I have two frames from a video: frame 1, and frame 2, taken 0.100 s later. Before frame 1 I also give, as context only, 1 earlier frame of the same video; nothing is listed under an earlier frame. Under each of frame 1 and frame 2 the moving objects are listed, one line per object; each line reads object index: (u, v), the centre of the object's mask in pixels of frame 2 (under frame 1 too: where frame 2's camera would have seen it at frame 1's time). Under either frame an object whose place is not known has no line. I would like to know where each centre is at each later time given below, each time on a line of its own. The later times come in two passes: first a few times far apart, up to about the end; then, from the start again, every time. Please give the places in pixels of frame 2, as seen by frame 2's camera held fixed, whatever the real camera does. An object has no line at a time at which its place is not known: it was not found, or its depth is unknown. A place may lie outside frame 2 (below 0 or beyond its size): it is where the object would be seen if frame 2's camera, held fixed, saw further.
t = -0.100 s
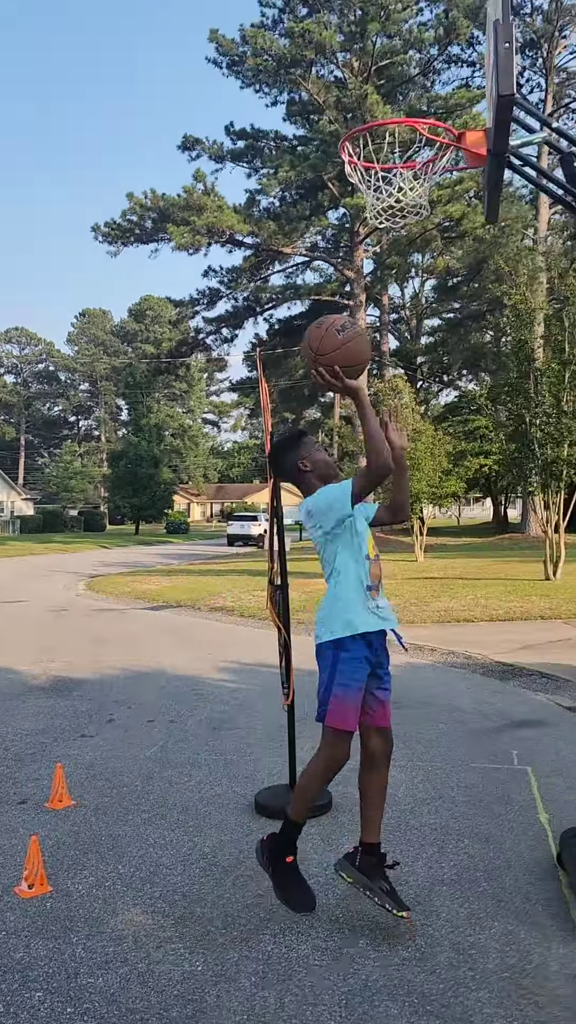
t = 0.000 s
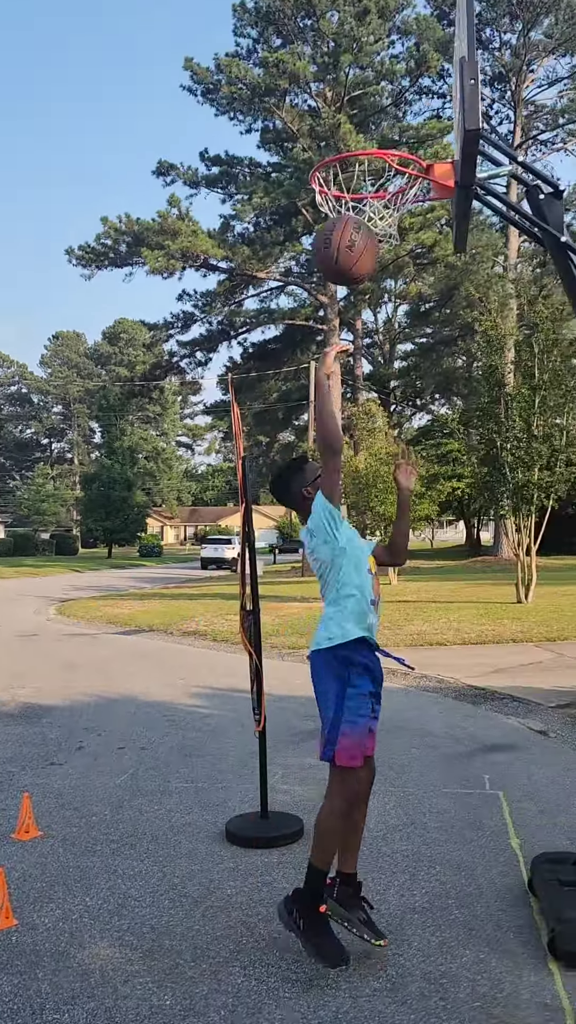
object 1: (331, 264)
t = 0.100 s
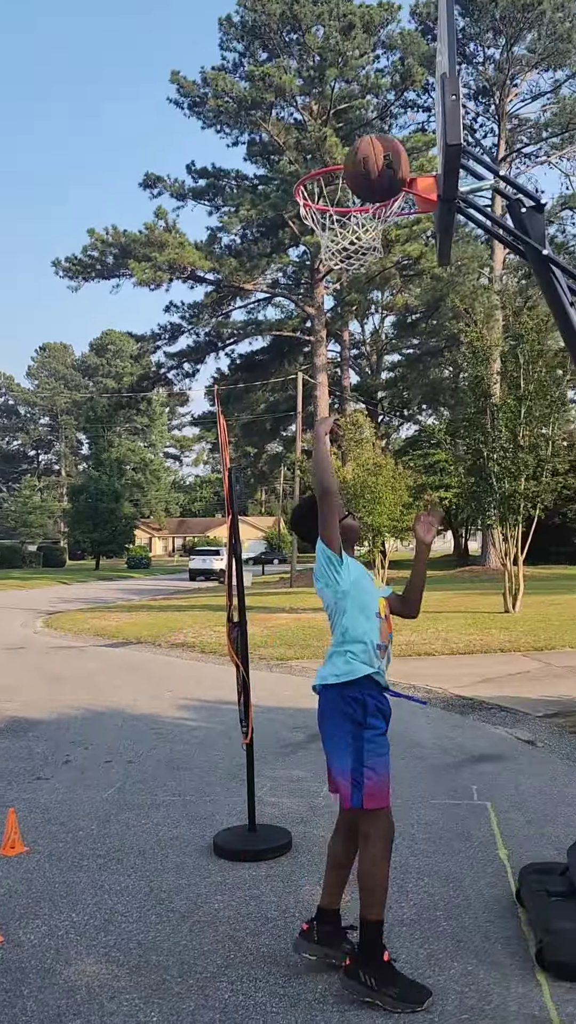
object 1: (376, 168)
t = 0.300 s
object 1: (383, 102)
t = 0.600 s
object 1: (335, 183)
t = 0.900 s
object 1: (374, 287)
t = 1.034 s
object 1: (397, 360)
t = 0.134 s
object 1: (391, 144)
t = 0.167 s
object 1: (406, 123)
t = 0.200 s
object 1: (413, 109)
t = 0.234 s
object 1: (404, 104)
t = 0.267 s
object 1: (393, 101)
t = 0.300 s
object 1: (383, 102)
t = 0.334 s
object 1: (374, 105)
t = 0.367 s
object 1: (363, 112)
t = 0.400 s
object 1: (355, 120)
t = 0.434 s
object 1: (345, 130)
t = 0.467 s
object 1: (336, 141)
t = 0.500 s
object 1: (327, 151)
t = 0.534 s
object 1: (332, 162)
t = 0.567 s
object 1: (334, 173)
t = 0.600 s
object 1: (335, 183)
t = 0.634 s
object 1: (341, 197)
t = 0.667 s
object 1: (343, 206)
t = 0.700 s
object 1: (345, 228)
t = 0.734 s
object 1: (349, 246)
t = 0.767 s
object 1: (353, 254)
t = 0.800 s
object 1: (358, 259)
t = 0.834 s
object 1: (363, 266)
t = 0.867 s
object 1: (368, 275)
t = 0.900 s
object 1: (374, 287)
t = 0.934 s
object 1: (380, 301)
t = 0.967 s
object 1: (385, 318)
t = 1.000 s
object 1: (391, 338)
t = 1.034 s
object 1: (397, 360)
